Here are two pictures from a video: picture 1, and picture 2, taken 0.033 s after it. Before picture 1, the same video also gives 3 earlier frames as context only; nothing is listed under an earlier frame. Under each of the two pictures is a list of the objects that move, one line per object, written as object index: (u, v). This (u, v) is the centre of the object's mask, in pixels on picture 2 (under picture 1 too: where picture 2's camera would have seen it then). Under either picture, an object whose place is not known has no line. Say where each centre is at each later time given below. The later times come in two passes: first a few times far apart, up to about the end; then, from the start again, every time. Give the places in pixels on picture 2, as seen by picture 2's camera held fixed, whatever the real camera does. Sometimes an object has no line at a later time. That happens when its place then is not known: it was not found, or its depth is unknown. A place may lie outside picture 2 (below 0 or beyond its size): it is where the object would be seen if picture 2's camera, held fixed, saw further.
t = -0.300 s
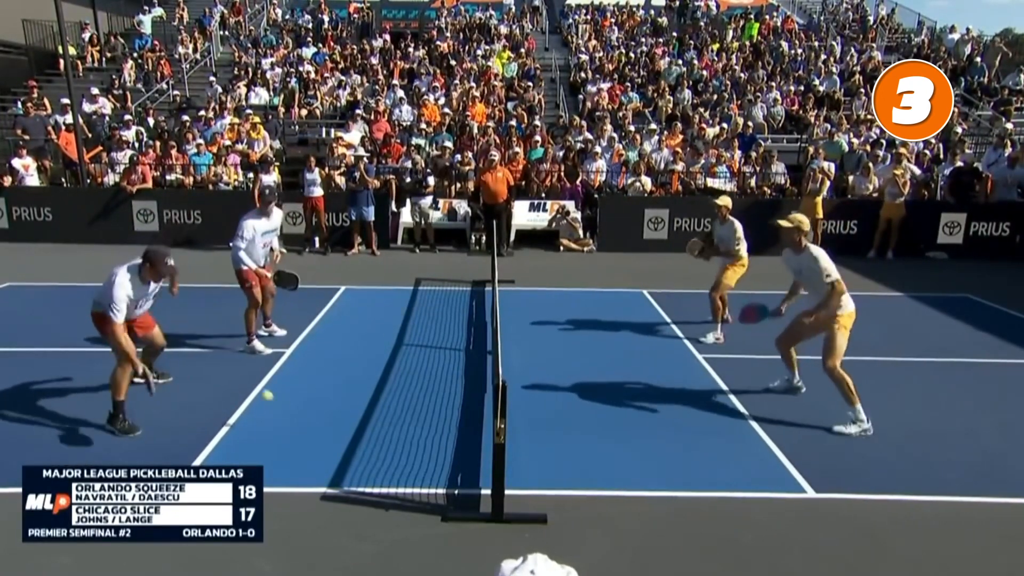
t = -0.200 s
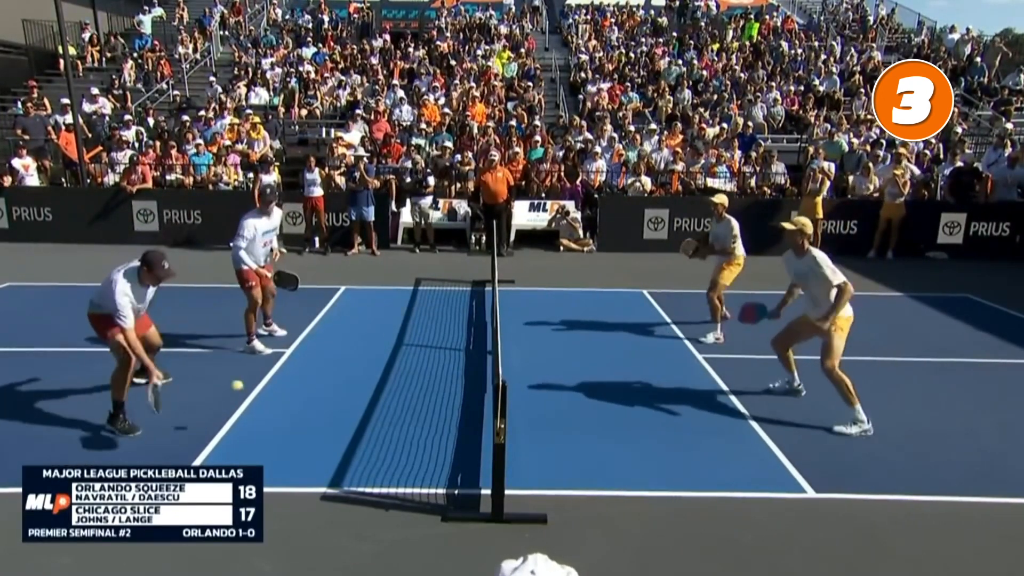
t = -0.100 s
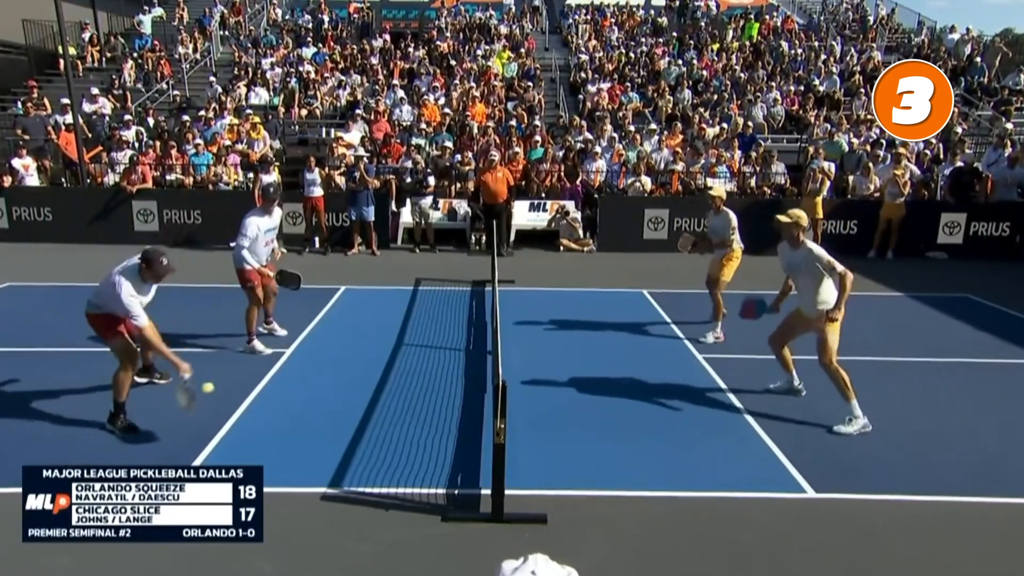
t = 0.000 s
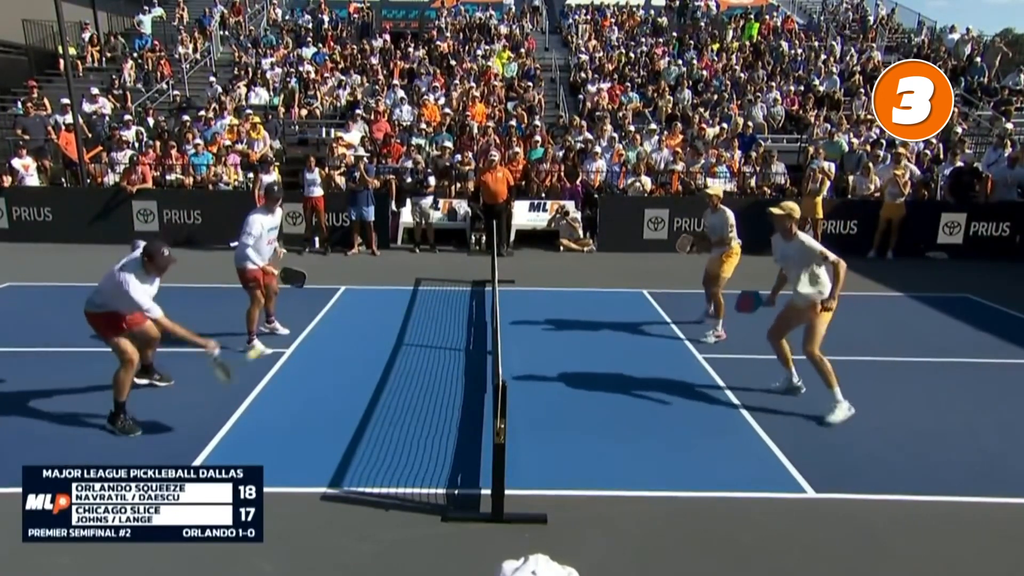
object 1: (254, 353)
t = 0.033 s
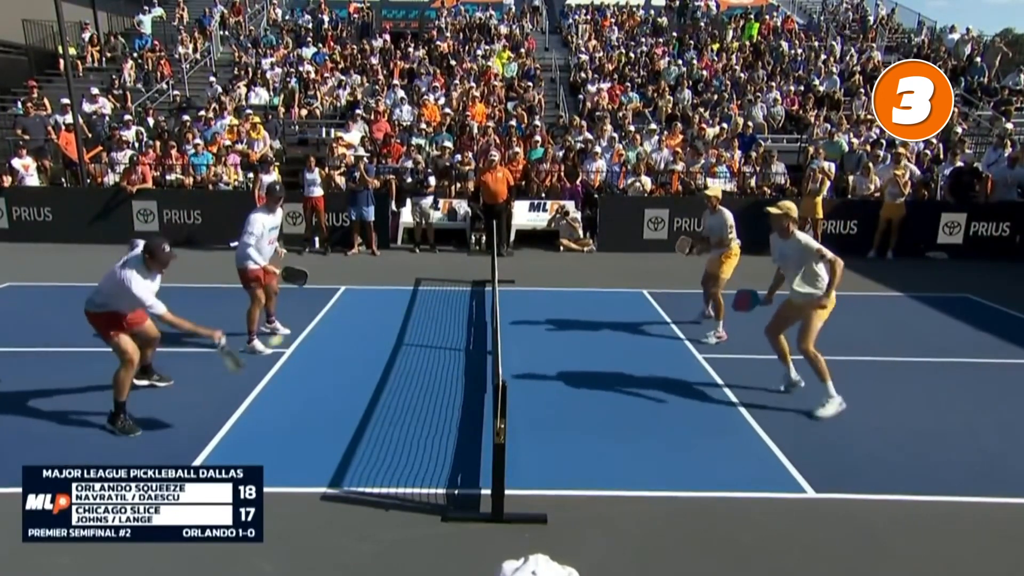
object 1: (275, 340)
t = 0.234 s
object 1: (404, 295)
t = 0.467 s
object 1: (545, 309)
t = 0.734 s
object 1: (688, 401)
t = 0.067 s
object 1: (297, 329)
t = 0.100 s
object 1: (320, 320)
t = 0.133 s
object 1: (340, 311)
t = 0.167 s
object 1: (362, 305)
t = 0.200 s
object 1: (383, 299)
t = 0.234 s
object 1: (404, 295)
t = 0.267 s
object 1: (424, 293)
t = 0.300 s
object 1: (445, 292)
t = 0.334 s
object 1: (466, 293)
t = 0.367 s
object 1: (484, 295)
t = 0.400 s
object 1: (506, 297)
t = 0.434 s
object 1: (526, 303)
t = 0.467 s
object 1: (545, 309)
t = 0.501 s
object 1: (563, 316)
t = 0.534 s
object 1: (581, 324)
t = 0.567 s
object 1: (601, 335)
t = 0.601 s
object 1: (619, 346)
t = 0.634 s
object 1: (637, 358)
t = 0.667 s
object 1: (655, 372)
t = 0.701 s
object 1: (671, 386)
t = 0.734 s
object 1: (688, 401)
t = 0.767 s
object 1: (705, 418)
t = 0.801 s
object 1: (719, 423)
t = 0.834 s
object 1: (729, 412)
